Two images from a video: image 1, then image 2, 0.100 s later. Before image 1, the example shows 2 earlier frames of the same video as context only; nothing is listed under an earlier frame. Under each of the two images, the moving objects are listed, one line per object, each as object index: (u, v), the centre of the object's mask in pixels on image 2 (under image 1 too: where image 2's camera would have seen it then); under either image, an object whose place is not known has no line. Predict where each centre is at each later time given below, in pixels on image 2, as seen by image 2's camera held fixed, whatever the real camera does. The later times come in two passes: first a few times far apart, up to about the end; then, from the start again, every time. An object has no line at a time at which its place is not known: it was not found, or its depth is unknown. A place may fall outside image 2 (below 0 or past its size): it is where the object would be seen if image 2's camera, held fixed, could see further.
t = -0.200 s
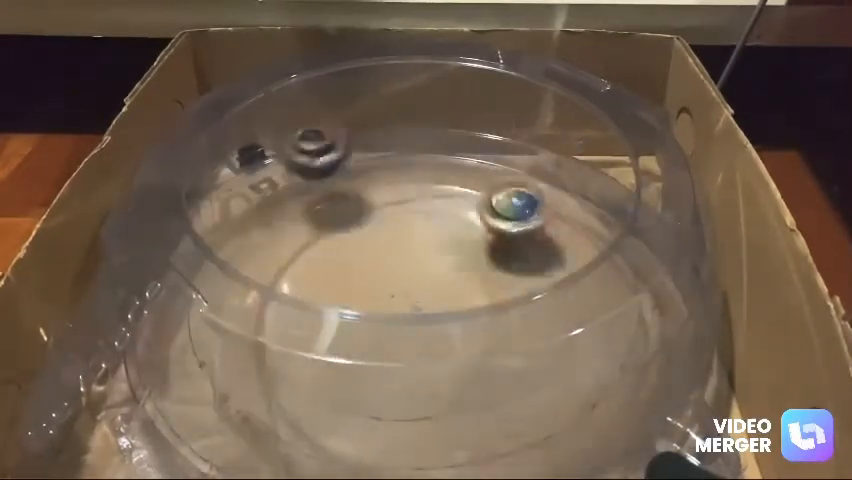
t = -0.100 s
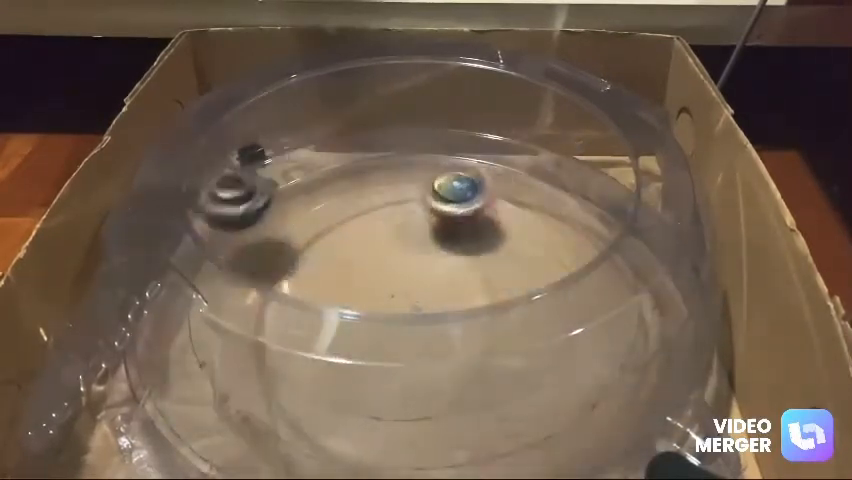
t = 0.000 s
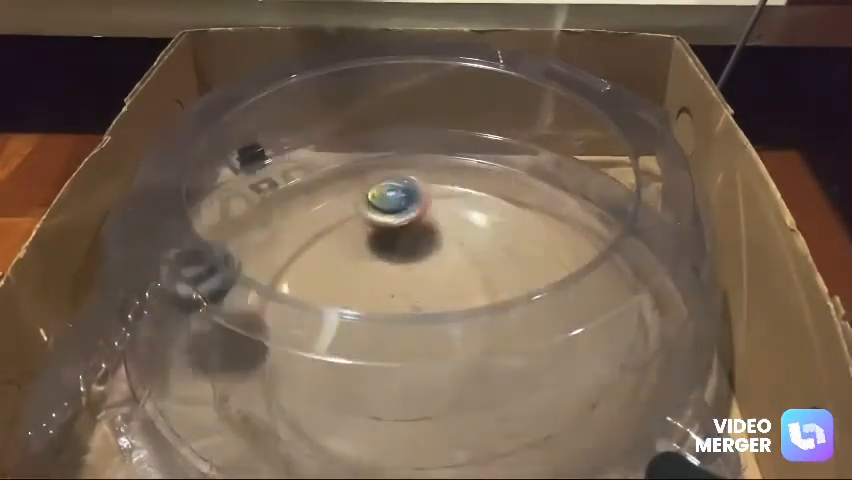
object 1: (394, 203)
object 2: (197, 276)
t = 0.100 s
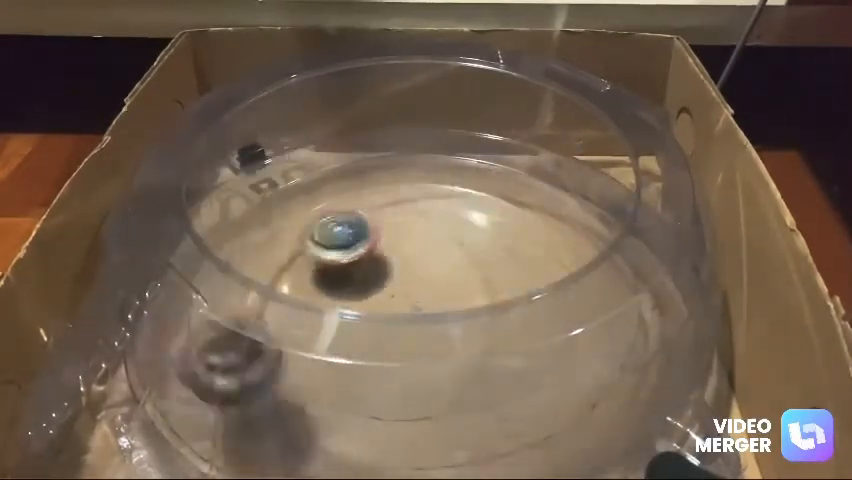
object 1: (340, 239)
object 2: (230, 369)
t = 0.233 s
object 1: (329, 310)
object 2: (403, 425)
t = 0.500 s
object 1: (509, 345)
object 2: (628, 259)
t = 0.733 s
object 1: (527, 239)
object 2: (477, 143)
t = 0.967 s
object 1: (383, 227)
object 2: (264, 175)
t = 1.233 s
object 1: (337, 338)
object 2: (240, 380)
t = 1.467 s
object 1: (484, 353)
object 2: (574, 379)
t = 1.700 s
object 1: (492, 254)
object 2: (590, 190)
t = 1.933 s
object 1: (356, 238)
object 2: (385, 137)
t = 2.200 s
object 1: (330, 334)
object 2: (200, 256)
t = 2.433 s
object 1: (474, 329)
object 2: (336, 416)
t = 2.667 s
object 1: (447, 230)
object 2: (610, 338)
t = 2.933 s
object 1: (318, 255)
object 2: (549, 163)
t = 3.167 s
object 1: (381, 333)
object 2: (349, 144)
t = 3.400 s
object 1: (490, 274)
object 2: (200, 256)
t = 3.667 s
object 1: (393, 221)
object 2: (368, 419)
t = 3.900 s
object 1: (345, 295)
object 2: (616, 325)
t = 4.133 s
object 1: (474, 317)
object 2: (564, 172)
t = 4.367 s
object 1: (477, 235)
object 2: (380, 136)
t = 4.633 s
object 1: (355, 266)
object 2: (203, 248)
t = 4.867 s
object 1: (428, 336)
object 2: (294, 411)
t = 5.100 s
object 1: (501, 277)
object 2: (585, 371)
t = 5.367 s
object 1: (382, 252)
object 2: (587, 188)
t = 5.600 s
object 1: (374, 328)
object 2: (414, 135)
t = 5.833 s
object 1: (483, 304)
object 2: (238, 199)
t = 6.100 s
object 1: (398, 247)
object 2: (246, 377)
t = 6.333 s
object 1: (349, 305)
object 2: (518, 405)
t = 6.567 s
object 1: (456, 314)
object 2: (626, 255)
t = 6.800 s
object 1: (435, 245)
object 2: (508, 152)
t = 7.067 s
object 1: (352, 283)
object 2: (303, 156)
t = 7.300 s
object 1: (447, 313)
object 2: (201, 275)
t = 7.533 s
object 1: (450, 246)
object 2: (306, 405)
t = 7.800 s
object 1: (361, 281)
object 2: (593, 358)
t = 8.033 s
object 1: (444, 315)
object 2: (619, 228)
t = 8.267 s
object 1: (463, 257)
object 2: (519, 153)
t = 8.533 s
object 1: (373, 280)
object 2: (385, 140)
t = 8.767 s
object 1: (436, 323)
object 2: (280, 169)
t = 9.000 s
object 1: (453, 265)
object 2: (212, 237)
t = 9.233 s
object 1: (372, 278)
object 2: (224, 332)
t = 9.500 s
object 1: (428, 320)
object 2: (359, 406)
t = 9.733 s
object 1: (441, 264)
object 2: (516, 383)
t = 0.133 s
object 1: (329, 257)
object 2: (261, 389)
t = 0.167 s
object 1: (324, 273)
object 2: (301, 412)
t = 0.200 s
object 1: (325, 292)
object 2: (350, 420)
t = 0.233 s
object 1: (329, 310)
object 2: (403, 425)
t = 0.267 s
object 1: (341, 326)
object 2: (453, 425)
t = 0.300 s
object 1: (358, 342)
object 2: (502, 409)
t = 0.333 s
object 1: (387, 354)
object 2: (549, 392)
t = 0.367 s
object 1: (412, 361)
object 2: (581, 370)
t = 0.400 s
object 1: (437, 361)
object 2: (606, 341)
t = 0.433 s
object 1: (463, 359)
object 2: (625, 312)
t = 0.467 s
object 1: (487, 354)
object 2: (632, 284)
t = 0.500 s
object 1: (509, 345)
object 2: (628, 259)
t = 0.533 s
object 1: (526, 337)
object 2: (623, 230)
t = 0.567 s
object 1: (539, 317)
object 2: (608, 208)
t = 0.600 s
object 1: (548, 302)
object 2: (588, 188)
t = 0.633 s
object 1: (551, 283)
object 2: (563, 170)
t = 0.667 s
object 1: (548, 270)
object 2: (538, 156)
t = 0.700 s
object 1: (540, 252)
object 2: (509, 150)
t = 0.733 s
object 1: (527, 239)
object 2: (477, 143)
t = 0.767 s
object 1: (511, 230)
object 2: (446, 137)
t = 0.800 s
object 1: (493, 225)
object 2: (414, 136)
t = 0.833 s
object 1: (474, 220)
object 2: (384, 136)
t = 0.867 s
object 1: (450, 217)
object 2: (351, 144)
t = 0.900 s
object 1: (429, 219)
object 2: (320, 151)
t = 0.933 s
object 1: (407, 222)
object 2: (289, 163)
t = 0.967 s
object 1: (383, 227)
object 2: (264, 175)
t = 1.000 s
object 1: (362, 236)
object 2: (243, 194)
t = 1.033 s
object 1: (345, 247)
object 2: (222, 216)
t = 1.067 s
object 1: (330, 261)
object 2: (205, 240)
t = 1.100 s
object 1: (320, 276)
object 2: (197, 267)
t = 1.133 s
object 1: (319, 290)
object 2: (196, 295)
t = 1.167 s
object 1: (316, 306)
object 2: (204, 324)
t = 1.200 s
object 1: (320, 323)
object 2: (222, 350)
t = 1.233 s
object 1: (337, 338)
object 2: (240, 380)
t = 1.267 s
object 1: (353, 349)
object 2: (277, 398)
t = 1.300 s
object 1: (373, 359)
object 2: (322, 418)
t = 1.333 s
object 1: (395, 360)
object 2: (379, 424)
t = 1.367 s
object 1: (416, 364)
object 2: (432, 429)
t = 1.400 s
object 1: (435, 368)
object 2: (483, 415)
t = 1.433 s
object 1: (458, 359)
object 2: (531, 397)
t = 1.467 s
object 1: (484, 353)
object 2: (574, 379)
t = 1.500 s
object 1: (500, 344)
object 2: (602, 349)
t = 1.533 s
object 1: (508, 329)
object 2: (621, 319)
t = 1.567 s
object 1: (517, 315)
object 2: (634, 295)
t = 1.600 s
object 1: (516, 298)
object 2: (633, 265)
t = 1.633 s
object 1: (511, 282)
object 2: (620, 238)
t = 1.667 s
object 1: (504, 267)
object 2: (611, 210)
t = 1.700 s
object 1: (492, 254)
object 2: (590, 190)
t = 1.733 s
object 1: (477, 243)
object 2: (566, 174)
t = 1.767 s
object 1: (459, 236)
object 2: (539, 159)
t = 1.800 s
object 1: (439, 230)
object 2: (513, 150)
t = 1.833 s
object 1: (419, 228)
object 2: (479, 141)
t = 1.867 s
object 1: (396, 229)
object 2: (447, 137)
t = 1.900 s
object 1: (377, 234)
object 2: (419, 135)
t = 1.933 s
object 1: (356, 238)
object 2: (385, 137)
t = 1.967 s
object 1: (338, 244)
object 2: (355, 141)
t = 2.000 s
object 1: (326, 254)
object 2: (325, 149)
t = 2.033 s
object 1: (315, 266)
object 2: (297, 161)
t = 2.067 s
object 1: (310, 278)
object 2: (269, 172)
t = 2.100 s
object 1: (307, 294)
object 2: (248, 190)
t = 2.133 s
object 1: (308, 307)
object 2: (227, 208)
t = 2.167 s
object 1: (315, 323)
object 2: (210, 234)
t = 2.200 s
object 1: (330, 334)
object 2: (200, 256)
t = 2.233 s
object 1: (347, 345)
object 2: (197, 286)
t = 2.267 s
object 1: (366, 349)
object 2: (197, 310)
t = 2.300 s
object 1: (393, 357)
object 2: (212, 336)
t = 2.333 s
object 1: (417, 356)
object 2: (229, 361)
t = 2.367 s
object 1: (438, 349)
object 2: (255, 388)
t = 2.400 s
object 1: (458, 338)
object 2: (290, 409)
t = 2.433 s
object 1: (474, 329)
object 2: (336, 416)
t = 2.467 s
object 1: (486, 315)
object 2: (378, 424)
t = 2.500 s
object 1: (491, 298)
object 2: (428, 427)
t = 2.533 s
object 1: (491, 284)
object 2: (476, 417)
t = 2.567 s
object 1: (486, 265)
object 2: (518, 405)
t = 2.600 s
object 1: (477, 251)
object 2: (559, 387)
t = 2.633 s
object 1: (464, 241)
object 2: (591, 365)
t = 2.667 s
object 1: (447, 230)
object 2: (610, 338)
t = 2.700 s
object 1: (431, 226)
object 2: (627, 311)
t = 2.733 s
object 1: (410, 223)
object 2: (631, 284)
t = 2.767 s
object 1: (391, 223)
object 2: (632, 261)
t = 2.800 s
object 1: (374, 224)
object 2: (620, 236)
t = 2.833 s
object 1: (356, 228)
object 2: (612, 213)
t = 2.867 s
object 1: (341, 234)
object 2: (593, 194)
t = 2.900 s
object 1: (327, 243)
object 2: (573, 176)
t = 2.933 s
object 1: (318, 255)
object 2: (549, 163)
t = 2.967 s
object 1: (312, 267)
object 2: (522, 155)
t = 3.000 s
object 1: (312, 278)
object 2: (496, 147)
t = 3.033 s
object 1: (318, 292)
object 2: (464, 141)
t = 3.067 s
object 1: (326, 306)
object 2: (435, 137)
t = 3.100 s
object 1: (342, 318)
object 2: (407, 135)
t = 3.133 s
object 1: (359, 328)
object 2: (375, 140)
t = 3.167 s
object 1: (381, 333)
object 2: (349, 144)
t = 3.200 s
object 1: (405, 335)
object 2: (320, 151)
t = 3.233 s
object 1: (427, 333)
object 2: (289, 164)
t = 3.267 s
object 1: (451, 328)
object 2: (265, 174)
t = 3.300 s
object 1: (469, 316)
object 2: (244, 192)
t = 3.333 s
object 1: (481, 304)
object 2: (226, 208)
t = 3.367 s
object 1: (489, 290)
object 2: (210, 233)
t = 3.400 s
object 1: (490, 274)
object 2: (200, 256)
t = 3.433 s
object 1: (487, 258)
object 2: (196, 285)
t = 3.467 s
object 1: (480, 247)
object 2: (199, 309)
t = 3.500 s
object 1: (470, 234)
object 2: (210, 332)
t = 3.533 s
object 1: (455, 227)
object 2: (223, 364)
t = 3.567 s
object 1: (442, 222)
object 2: (247, 381)
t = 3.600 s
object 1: (425, 218)
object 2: (283, 401)
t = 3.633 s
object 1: (408, 217)
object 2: (326, 413)
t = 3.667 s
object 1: (393, 221)
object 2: (368, 419)
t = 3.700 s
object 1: (374, 224)
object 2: (415, 426)
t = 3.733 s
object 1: (360, 231)
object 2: (459, 421)
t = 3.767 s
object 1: (349, 242)
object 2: (504, 408)
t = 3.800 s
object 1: (341, 253)
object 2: (545, 393)
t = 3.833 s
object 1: (335, 267)
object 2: (578, 377)
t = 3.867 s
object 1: (336, 279)
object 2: (603, 349)
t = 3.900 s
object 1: (345, 295)
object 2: (616, 325)
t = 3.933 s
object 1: (355, 309)
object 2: (628, 300)
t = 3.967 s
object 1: (369, 318)
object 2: (630, 273)
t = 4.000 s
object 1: (391, 325)
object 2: (626, 250)
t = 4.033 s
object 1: (412, 330)
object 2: (616, 224)
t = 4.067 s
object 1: (433, 330)
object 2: (606, 207)
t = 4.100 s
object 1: (458, 326)
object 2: (588, 189)
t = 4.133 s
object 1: (474, 317)
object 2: (564, 172)
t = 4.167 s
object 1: (487, 306)
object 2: (543, 159)
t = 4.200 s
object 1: (496, 292)
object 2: (521, 150)
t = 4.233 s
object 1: (502, 279)
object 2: (490, 143)
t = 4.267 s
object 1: (502, 267)
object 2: (461, 139)
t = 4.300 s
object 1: (497, 253)
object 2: (439, 135)
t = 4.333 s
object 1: (487, 245)
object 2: (408, 136)
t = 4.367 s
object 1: (477, 235)
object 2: (380, 136)
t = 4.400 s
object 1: (461, 230)
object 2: (354, 141)
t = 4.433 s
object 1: (445, 227)
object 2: (322, 151)
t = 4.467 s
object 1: (429, 226)
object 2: (296, 160)
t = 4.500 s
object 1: (410, 228)
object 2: (273, 171)
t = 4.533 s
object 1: (392, 233)
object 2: (251, 186)
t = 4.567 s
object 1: (377, 242)
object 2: (231, 203)
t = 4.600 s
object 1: (365, 254)
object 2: (218, 222)
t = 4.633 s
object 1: (355, 266)
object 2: (203, 248)
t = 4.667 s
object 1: (351, 278)
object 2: (199, 272)
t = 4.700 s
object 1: (352, 294)
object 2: (195, 300)
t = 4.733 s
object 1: (359, 307)
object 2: (205, 324)
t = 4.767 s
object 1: (369, 319)
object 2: (217, 345)
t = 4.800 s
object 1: (386, 328)
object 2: (234, 373)
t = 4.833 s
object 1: (405, 334)
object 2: (262, 389)
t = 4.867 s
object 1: (428, 336)
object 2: (294, 411)
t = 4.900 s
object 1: (447, 335)
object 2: (340, 416)
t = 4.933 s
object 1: (465, 329)
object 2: (382, 424)
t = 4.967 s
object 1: (481, 323)
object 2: (428, 424)
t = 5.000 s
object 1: (493, 311)
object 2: (474, 419)
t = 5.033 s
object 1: (498, 299)
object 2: (515, 404)
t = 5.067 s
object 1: (502, 287)
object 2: (553, 392)
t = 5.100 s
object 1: (501, 277)
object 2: (585, 371)
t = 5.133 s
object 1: (491, 264)
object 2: (605, 343)
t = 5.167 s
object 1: (479, 253)
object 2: (622, 323)
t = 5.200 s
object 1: (466, 246)
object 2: (634, 296)
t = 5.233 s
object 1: (451, 242)
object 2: (631, 269)
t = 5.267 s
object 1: (435, 241)
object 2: (631, 245)
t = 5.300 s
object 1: (415, 241)
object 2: (619, 224)
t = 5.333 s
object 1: (396, 247)
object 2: (603, 204)
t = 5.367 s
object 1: (382, 252)
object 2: (587, 188)
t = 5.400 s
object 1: (365, 263)
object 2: (566, 172)
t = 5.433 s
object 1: (357, 272)
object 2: (543, 158)
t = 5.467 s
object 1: (351, 282)
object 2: (522, 151)
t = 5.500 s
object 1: (350, 295)
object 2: (494, 143)
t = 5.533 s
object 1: (355, 307)
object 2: (465, 141)
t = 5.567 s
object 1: (361, 317)
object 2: (439, 136)
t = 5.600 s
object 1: (374, 328)
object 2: (414, 135)
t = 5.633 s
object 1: (392, 331)
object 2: (384, 137)
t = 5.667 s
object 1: (409, 335)
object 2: (358, 141)
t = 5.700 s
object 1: (430, 337)
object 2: (330, 147)
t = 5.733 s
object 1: (446, 335)
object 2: (303, 155)
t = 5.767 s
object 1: (464, 328)
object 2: (277, 166)
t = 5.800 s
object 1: (473, 317)
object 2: (259, 177)
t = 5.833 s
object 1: (483, 304)
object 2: (238, 199)
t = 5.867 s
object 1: (483, 295)
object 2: (222, 214)
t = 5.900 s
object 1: (483, 283)
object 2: (208, 238)
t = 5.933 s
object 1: (471, 268)
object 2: (199, 259)
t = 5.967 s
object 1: (461, 258)
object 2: (197, 285)
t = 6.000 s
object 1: (445, 251)
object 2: (201, 310)
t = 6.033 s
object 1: (432, 248)
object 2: (211, 330)
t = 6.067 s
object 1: (415, 246)
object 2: (225, 353)
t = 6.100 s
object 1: (398, 247)
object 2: (246, 377)
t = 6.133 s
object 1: (380, 251)
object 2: (270, 394)
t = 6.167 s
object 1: (368, 255)
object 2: (317, 410)
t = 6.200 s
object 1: (356, 263)
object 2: (352, 419)
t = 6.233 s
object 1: (347, 272)
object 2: (390, 423)
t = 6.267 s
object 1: (345, 283)
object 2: (437, 426)
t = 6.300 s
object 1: (344, 293)
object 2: (480, 417)
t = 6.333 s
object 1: (349, 305)
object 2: (518, 405)
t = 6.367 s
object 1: (358, 314)
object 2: (554, 390)
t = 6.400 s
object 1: (373, 322)
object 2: (581, 372)
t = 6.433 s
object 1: (389, 327)
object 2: (603, 347)
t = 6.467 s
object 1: (408, 328)
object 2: (620, 324)
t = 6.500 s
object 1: (426, 328)
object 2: (629, 299)
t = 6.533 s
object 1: (445, 324)
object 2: (631, 276)
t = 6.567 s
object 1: (456, 314)
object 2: (626, 255)
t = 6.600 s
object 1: (465, 304)
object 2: (621, 231)
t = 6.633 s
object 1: (468, 293)
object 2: (610, 210)
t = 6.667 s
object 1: (469, 279)
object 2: (594, 194)
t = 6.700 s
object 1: (466, 268)
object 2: (576, 181)
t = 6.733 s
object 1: (457, 259)
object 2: (553, 167)
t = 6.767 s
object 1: (447, 250)
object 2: (533, 156)
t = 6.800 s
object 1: (435, 245)
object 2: (508, 152)
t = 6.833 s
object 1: (420, 242)
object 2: (484, 143)
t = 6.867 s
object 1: (407, 242)
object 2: (459, 140)
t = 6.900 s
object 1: (391, 243)
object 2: (436, 137)
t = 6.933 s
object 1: (375, 248)
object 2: (408, 136)
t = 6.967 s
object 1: (363, 253)
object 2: (382, 137)
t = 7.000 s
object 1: (358, 264)
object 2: (355, 141)
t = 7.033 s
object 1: (352, 275)
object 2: (326, 150)
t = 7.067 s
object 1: (352, 283)
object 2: (303, 156)
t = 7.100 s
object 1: (358, 296)
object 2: (277, 170)
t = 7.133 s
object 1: (367, 307)
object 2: (259, 179)
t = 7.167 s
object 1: (380, 314)
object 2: (241, 195)
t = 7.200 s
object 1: (397, 319)
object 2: (225, 211)
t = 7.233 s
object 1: (414, 320)
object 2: (211, 234)
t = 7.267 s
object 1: (432, 319)
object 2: (205, 254)
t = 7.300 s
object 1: (447, 313)
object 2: (201, 275)
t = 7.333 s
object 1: (459, 304)
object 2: (198, 303)
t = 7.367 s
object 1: (467, 296)
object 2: (205, 325)
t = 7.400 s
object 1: (473, 284)
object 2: (221, 343)
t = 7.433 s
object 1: (473, 274)
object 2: (230, 364)
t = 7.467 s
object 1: (467, 262)
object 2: (250, 378)
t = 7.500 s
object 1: (460, 253)
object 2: (272, 395)
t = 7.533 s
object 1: (450, 246)
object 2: (306, 405)
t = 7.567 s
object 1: (438, 244)
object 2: (340, 414)
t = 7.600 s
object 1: (424, 241)
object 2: (381, 423)
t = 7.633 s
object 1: (407, 241)
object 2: (421, 425)
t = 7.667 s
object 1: (393, 243)
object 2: (462, 420)
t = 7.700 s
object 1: (380, 251)
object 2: (505, 410)
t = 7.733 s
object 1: (371, 259)
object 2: (537, 396)
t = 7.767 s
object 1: (366, 268)
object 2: (571, 382)
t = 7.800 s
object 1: (361, 281)
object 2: (593, 358)
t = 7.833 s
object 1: (366, 291)
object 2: (605, 335)
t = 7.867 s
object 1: (374, 303)
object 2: (620, 317)
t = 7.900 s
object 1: (384, 311)
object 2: (627, 296)
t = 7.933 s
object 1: (397, 315)
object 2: (631, 282)
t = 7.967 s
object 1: (411, 320)
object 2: (630, 265)
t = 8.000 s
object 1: (428, 321)
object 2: (624, 246)
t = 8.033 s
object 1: (444, 315)
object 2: (619, 228)
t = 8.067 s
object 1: (457, 311)
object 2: (609, 215)
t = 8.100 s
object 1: (468, 304)
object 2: (597, 201)
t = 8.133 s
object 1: (475, 294)
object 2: (582, 187)
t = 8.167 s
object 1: (477, 287)
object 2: (567, 178)
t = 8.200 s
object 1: (474, 275)
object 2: (550, 167)
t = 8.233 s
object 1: (470, 264)
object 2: (534, 158)
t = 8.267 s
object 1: (463, 257)
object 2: (519, 153)
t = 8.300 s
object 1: (450, 252)
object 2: (501, 149)
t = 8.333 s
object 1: (438, 249)
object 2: (482, 145)
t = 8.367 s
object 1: (424, 249)
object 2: (466, 143)
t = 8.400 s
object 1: (406, 252)
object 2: (450, 141)
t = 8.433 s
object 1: (395, 255)
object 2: (432, 138)
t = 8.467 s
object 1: (385, 263)
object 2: (416, 139)
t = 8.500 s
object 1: (376, 272)
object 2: (401, 139)
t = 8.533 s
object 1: (373, 280)
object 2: (385, 140)
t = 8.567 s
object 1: (372, 288)
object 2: (370, 142)
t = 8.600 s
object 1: (374, 303)
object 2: (356, 144)
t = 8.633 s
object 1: (382, 311)
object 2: (339, 147)
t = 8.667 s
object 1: (396, 318)
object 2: (325, 152)
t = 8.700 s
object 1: (405, 323)
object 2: (310, 157)
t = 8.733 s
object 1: (421, 325)
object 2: (294, 164)
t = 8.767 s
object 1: (436, 323)
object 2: (280, 169)
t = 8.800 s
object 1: (449, 319)
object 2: (270, 174)
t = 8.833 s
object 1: (458, 313)
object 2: (258, 183)
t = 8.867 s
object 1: (466, 304)
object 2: (246, 193)
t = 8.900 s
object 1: (470, 295)
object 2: (235, 205)
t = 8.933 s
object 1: (468, 282)
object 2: (228, 214)
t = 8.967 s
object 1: (464, 273)
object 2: (223, 222)
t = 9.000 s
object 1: (453, 265)
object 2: (212, 237)
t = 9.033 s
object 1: (442, 260)
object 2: (208, 252)
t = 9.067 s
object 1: (429, 257)
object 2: (207, 263)
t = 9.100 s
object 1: (415, 258)
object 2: (206, 276)
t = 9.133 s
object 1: (401, 261)
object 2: (205, 290)
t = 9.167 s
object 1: (388, 265)
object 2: (213, 307)
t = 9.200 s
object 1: (379, 270)
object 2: (220, 321)
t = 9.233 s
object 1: (372, 278)
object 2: (224, 332)
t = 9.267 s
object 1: (366, 284)
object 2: (232, 343)
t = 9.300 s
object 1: (367, 293)
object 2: (247, 354)
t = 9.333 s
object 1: (371, 303)
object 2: (262, 368)
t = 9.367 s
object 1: (377, 311)
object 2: (276, 375)
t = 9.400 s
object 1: (387, 316)
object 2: (294, 385)
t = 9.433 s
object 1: (401, 322)
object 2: (317, 398)
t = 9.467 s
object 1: (417, 324)
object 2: (338, 404)
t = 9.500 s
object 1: (428, 320)
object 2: (359, 406)
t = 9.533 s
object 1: (440, 314)
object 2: (384, 407)
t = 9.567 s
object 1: (451, 308)
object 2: (406, 408)
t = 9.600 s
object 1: (455, 301)
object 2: (431, 407)
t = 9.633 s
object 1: (458, 292)
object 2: (453, 402)
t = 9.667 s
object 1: (456, 281)
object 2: (477, 396)
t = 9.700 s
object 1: (450, 273)
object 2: (498, 391)
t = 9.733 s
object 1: (441, 264)
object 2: (516, 383)
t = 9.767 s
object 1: (428, 258)
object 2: (533, 372)
